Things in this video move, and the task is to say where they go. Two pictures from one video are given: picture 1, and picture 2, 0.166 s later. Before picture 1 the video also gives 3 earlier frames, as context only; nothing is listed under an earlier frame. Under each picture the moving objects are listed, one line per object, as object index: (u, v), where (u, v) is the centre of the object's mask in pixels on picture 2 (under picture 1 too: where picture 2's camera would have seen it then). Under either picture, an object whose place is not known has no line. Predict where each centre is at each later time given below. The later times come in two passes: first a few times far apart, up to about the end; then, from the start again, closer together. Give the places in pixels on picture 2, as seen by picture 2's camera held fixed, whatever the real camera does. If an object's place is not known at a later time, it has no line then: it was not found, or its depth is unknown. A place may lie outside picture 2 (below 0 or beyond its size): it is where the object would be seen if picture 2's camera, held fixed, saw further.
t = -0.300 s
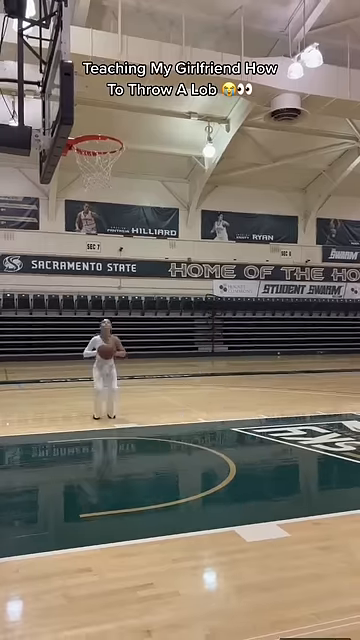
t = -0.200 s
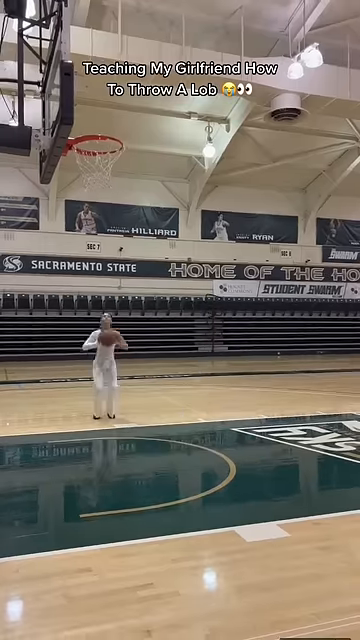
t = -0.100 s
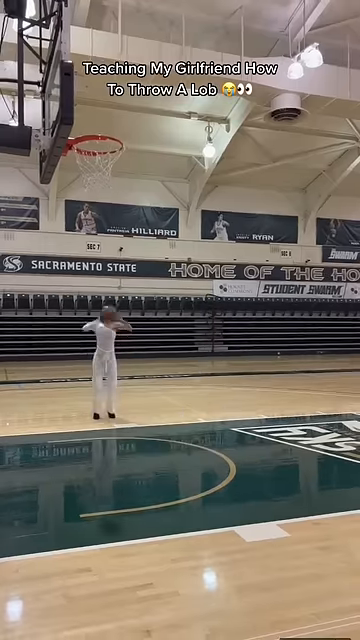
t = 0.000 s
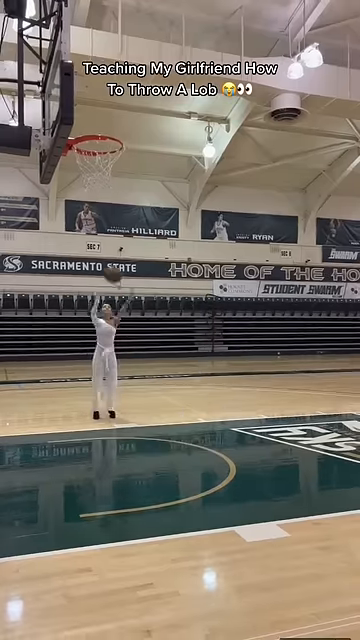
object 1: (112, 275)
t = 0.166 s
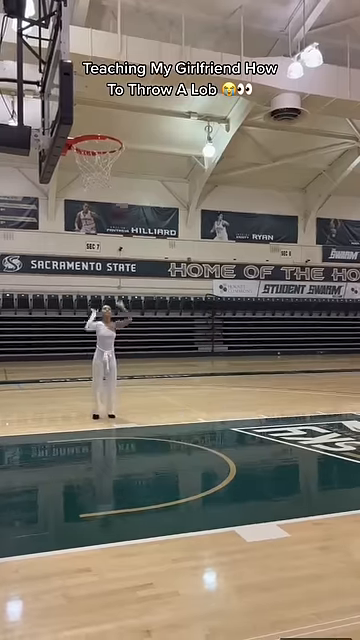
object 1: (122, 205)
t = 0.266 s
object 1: (129, 181)
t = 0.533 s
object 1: (148, 128)
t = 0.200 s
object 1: (124, 200)
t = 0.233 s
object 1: (126, 191)
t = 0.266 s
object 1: (129, 181)
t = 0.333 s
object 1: (133, 164)
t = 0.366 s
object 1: (135, 156)
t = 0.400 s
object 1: (138, 149)
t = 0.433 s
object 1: (140, 142)
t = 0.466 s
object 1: (143, 137)
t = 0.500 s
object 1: (146, 132)
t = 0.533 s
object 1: (148, 128)
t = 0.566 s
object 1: (152, 124)
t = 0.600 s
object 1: (155, 123)
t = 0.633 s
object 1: (158, 123)
